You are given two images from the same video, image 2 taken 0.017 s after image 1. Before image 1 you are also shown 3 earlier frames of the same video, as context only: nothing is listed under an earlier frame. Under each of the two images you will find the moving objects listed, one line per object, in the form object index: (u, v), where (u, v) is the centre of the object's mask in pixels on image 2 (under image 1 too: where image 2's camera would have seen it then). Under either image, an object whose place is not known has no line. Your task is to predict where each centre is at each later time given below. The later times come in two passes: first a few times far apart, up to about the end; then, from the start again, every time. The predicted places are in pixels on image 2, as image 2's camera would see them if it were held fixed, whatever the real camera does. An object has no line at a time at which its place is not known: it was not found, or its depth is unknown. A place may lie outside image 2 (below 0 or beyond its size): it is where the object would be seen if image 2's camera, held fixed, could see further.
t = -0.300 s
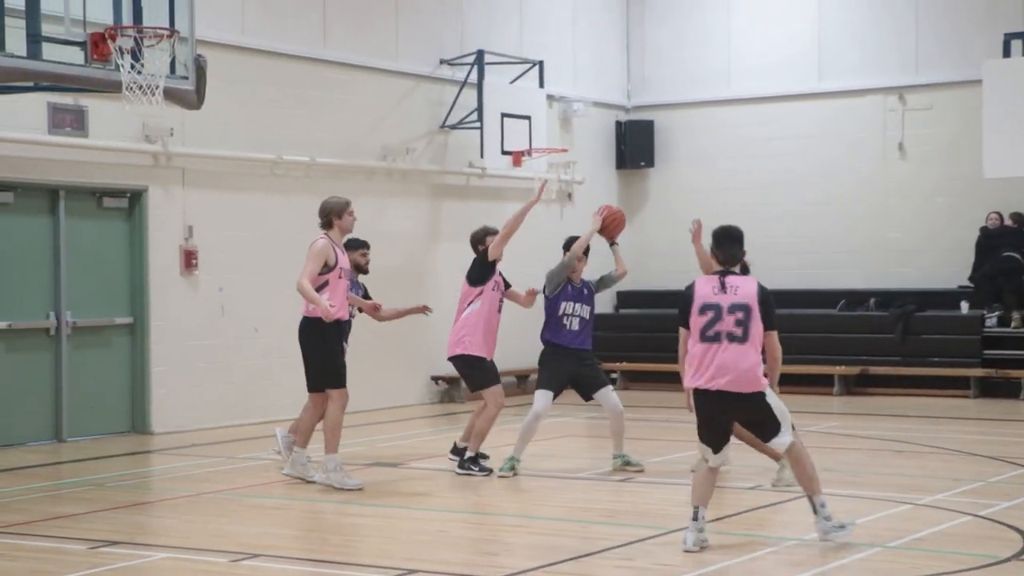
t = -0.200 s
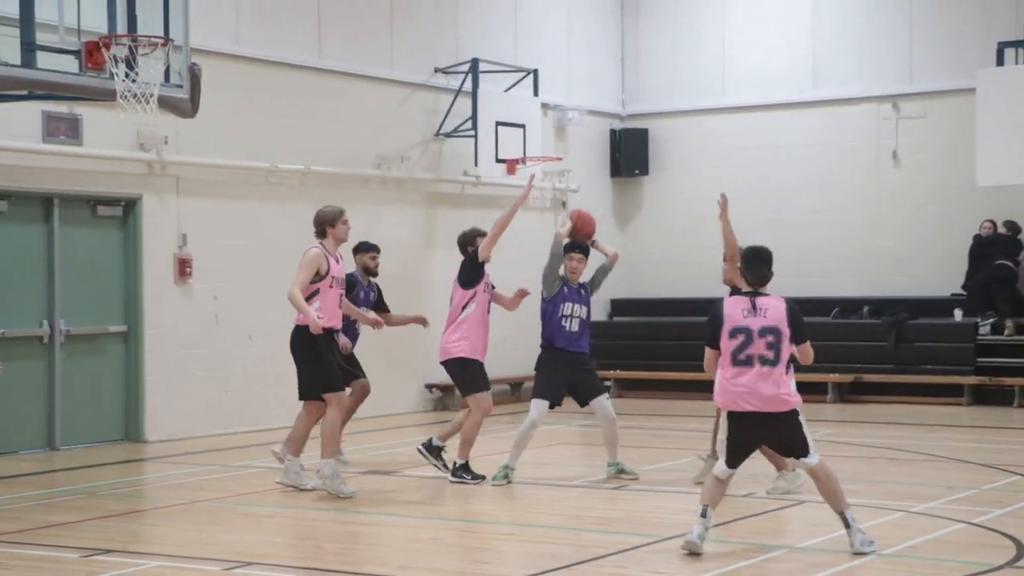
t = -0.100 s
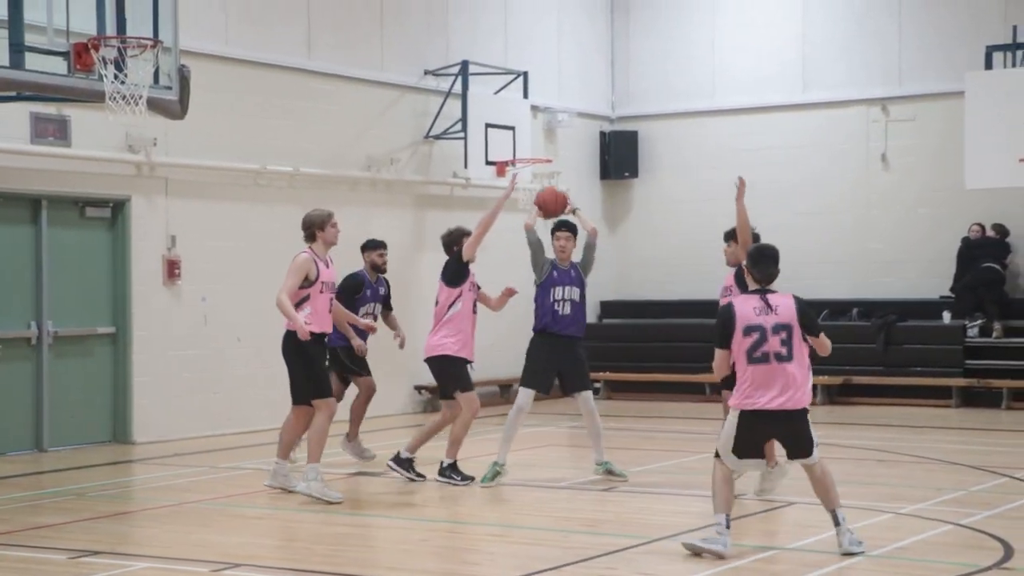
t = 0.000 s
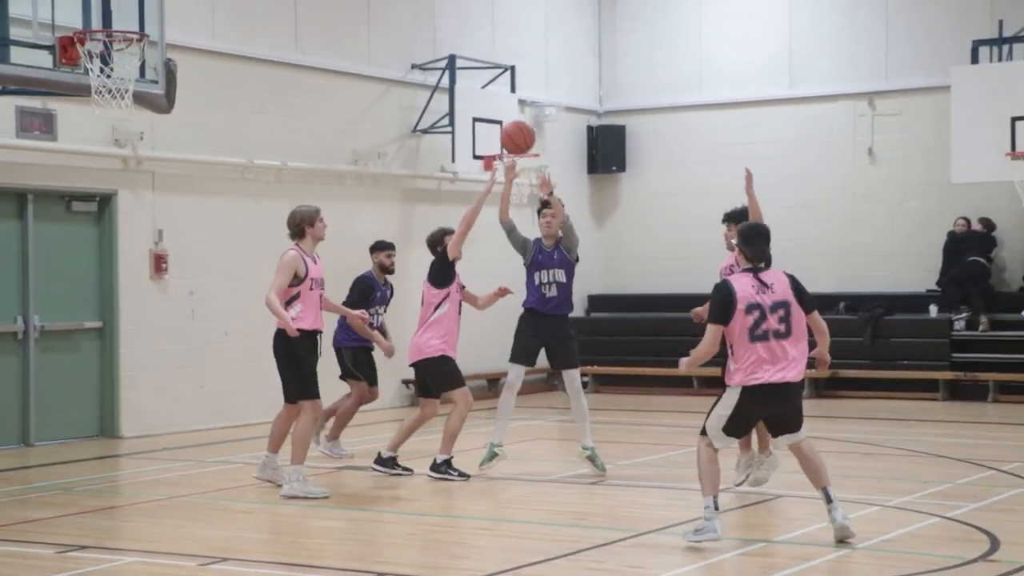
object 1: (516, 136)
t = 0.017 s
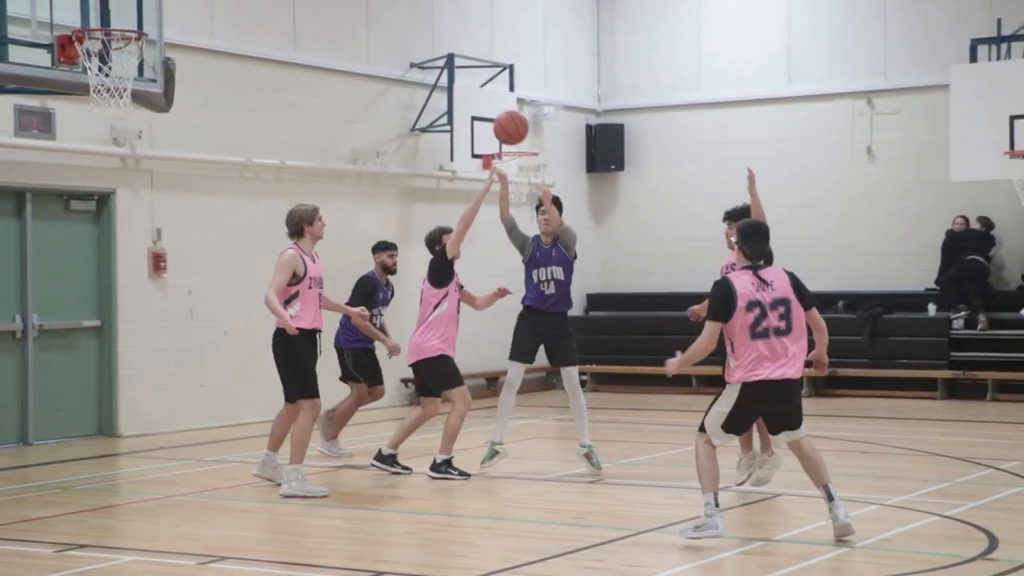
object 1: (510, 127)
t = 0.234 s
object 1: (421, 33)
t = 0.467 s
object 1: (280, 5)
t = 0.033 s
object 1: (505, 119)
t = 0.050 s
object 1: (499, 111)
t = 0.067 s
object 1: (493, 102)
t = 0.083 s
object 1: (487, 94)
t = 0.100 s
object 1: (480, 86)
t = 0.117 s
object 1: (473, 79)
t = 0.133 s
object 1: (467, 72)
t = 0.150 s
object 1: (460, 64)
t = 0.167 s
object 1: (453, 57)
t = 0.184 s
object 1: (445, 51)
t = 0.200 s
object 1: (438, 45)
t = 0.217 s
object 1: (430, 38)
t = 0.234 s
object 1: (421, 33)
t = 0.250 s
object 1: (413, 27)
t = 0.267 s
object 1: (405, 22)
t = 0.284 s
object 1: (396, 18)
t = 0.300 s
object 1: (387, 13)
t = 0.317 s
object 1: (378, 10)
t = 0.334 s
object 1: (368, 7)
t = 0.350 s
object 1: (358, 5)
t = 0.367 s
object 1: (348, 3)
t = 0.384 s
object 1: (338, 2)
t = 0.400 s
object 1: (327, 2)
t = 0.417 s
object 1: (316, 2)
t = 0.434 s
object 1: (305, 2)
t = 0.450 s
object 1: (293, 3)
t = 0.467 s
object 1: (280, 5)
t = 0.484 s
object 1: (267, 7)
